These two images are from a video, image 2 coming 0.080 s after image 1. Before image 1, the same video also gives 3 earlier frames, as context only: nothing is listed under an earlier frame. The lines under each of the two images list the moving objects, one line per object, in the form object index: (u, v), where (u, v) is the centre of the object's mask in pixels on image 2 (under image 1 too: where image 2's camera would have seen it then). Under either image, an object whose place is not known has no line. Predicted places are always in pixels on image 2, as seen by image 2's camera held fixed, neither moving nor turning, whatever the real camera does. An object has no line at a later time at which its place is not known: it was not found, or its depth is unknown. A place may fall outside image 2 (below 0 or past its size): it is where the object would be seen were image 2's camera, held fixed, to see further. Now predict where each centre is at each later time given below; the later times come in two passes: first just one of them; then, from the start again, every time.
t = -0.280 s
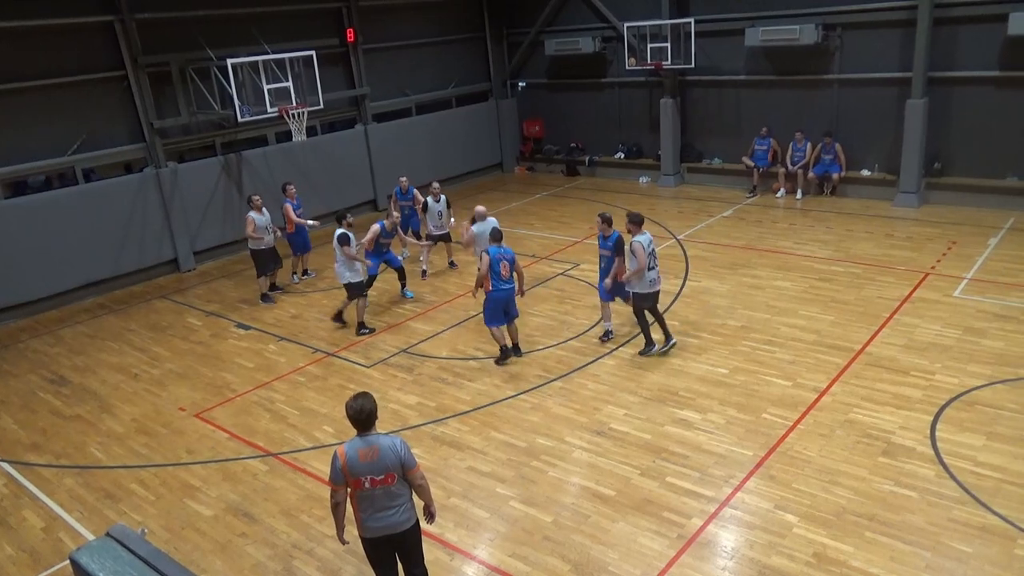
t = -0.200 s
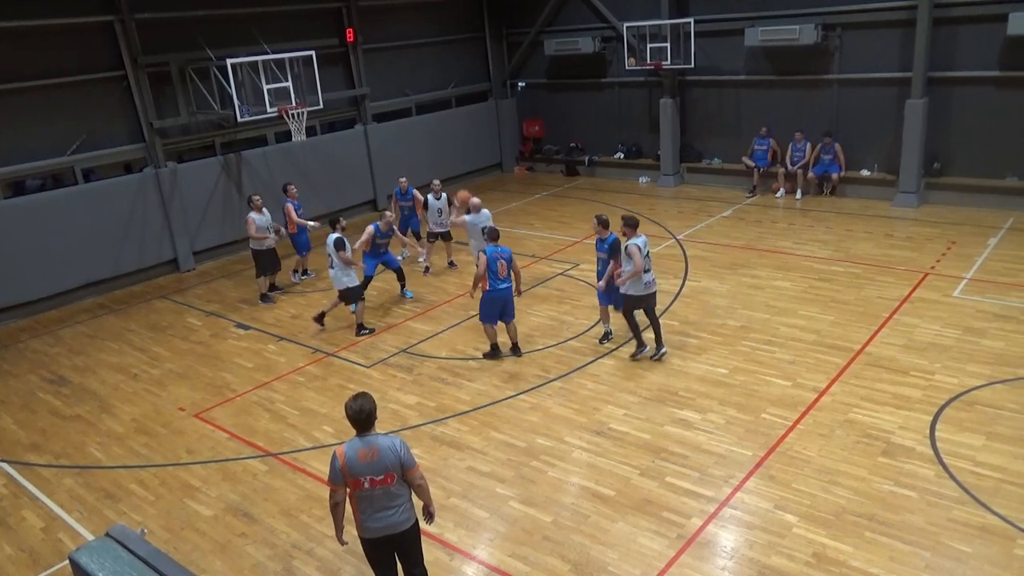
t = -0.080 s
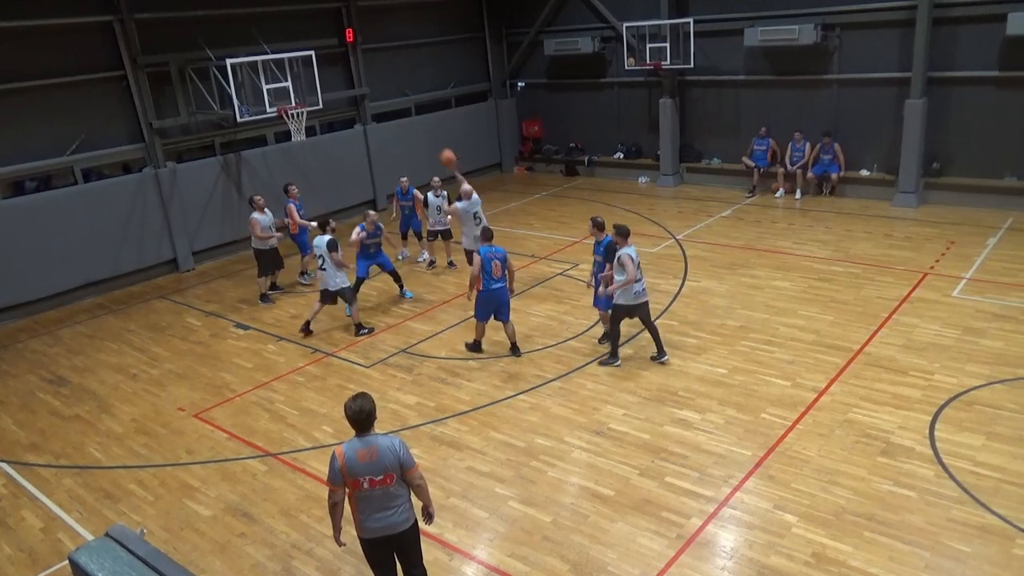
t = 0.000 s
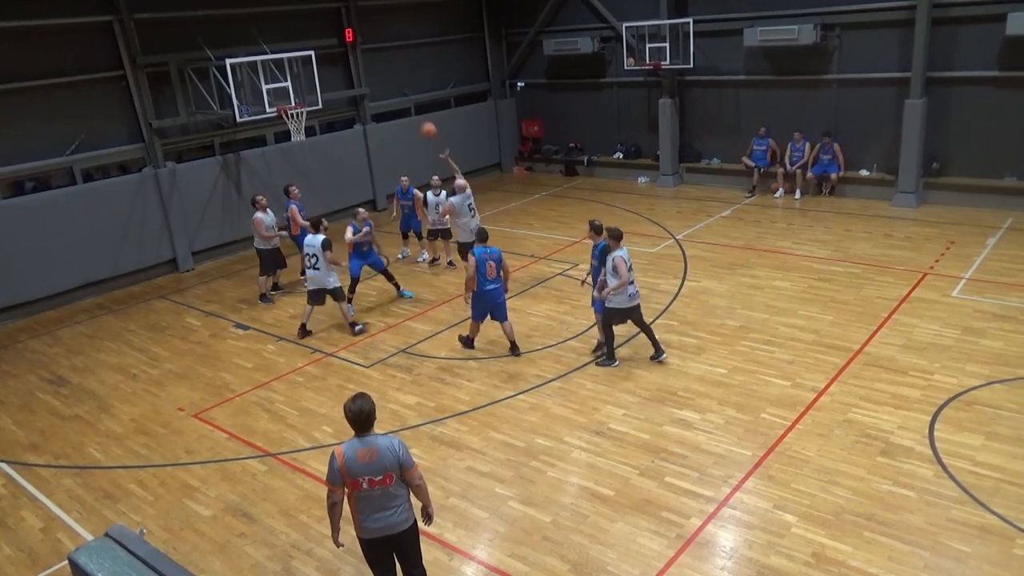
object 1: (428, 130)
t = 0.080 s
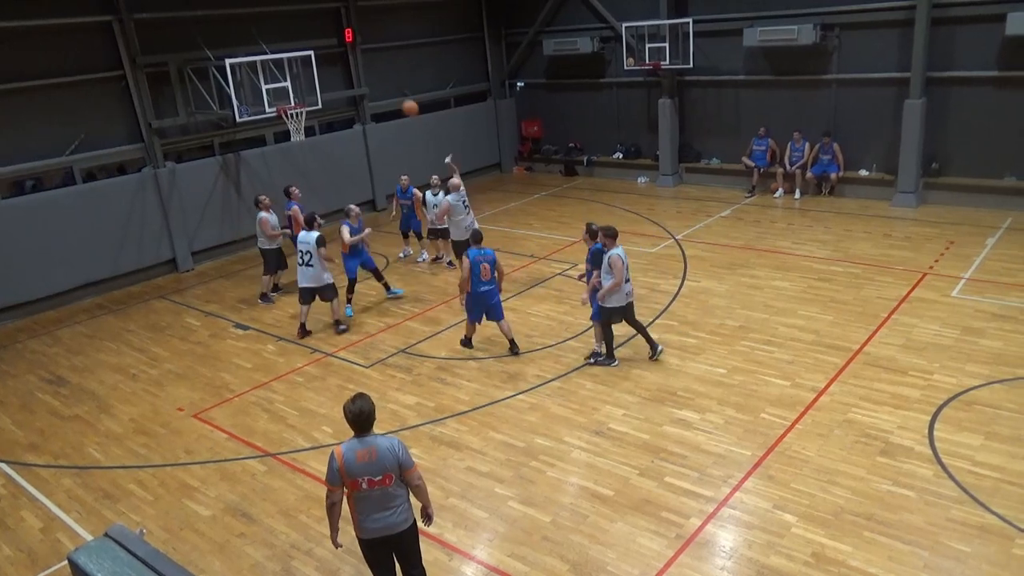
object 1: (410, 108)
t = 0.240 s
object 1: (376, 76)
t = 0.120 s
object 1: (401, 97)
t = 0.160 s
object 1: (393, 89)
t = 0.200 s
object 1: (384, 82)
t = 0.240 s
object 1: (376, 76)
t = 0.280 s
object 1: (368, 71)
